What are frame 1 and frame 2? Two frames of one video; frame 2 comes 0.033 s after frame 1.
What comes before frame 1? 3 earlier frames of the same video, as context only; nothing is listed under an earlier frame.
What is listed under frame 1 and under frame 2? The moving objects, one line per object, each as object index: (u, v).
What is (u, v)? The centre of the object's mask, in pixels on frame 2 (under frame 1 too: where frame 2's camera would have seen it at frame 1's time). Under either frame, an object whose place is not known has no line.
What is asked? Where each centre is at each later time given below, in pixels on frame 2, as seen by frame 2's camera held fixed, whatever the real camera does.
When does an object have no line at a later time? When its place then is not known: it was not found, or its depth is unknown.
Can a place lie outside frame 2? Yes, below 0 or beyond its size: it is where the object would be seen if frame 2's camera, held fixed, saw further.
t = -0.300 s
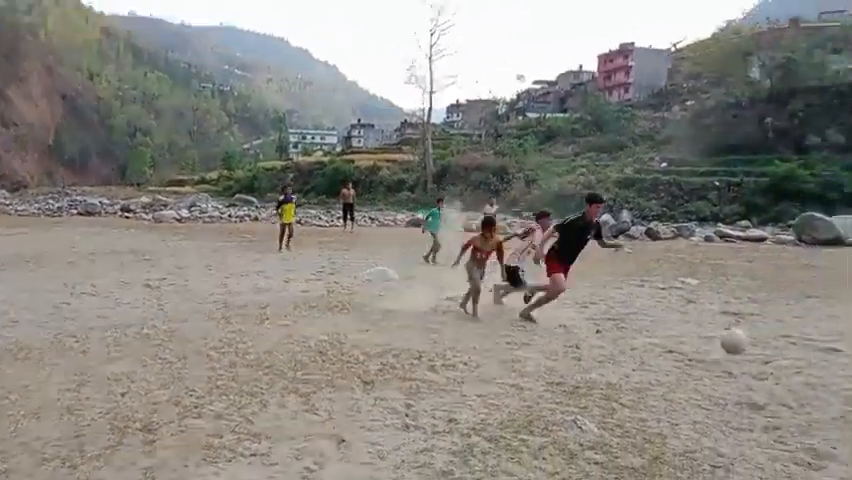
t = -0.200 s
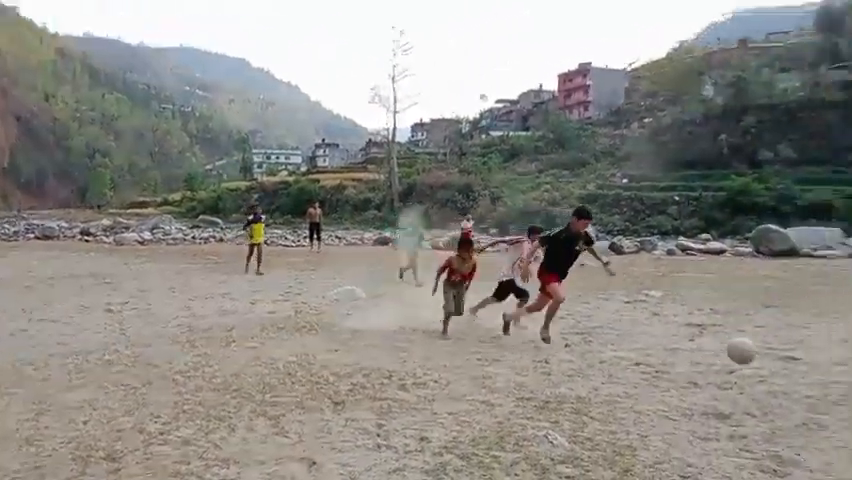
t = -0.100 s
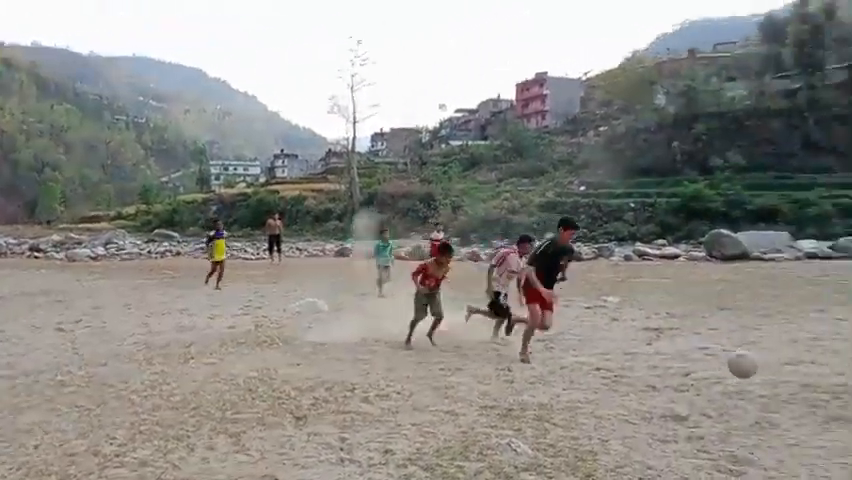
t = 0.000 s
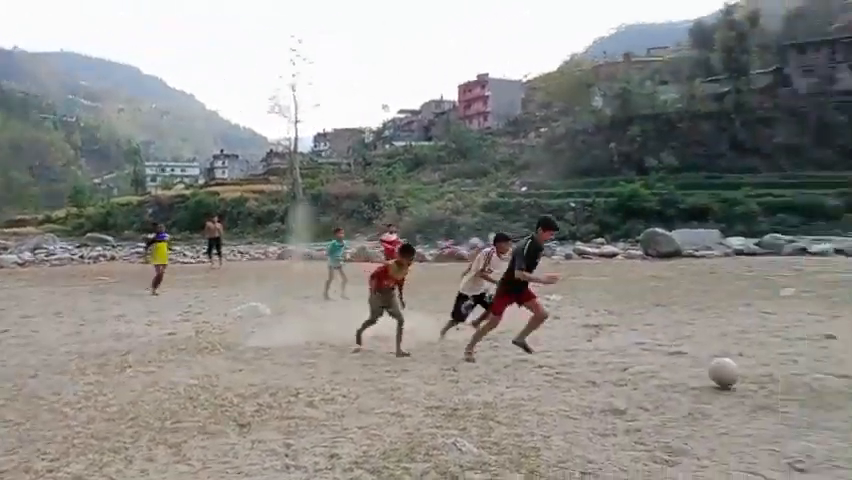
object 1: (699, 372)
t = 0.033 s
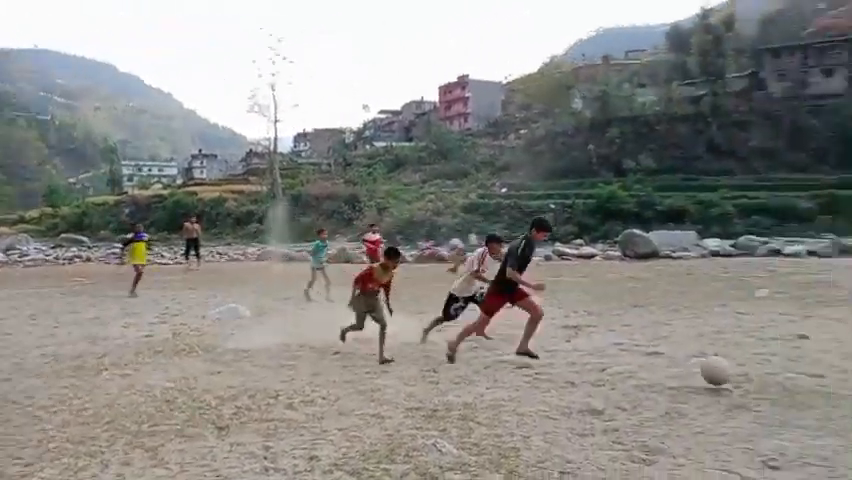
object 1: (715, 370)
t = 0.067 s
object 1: (731, 372)
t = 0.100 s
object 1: (748, 372)
